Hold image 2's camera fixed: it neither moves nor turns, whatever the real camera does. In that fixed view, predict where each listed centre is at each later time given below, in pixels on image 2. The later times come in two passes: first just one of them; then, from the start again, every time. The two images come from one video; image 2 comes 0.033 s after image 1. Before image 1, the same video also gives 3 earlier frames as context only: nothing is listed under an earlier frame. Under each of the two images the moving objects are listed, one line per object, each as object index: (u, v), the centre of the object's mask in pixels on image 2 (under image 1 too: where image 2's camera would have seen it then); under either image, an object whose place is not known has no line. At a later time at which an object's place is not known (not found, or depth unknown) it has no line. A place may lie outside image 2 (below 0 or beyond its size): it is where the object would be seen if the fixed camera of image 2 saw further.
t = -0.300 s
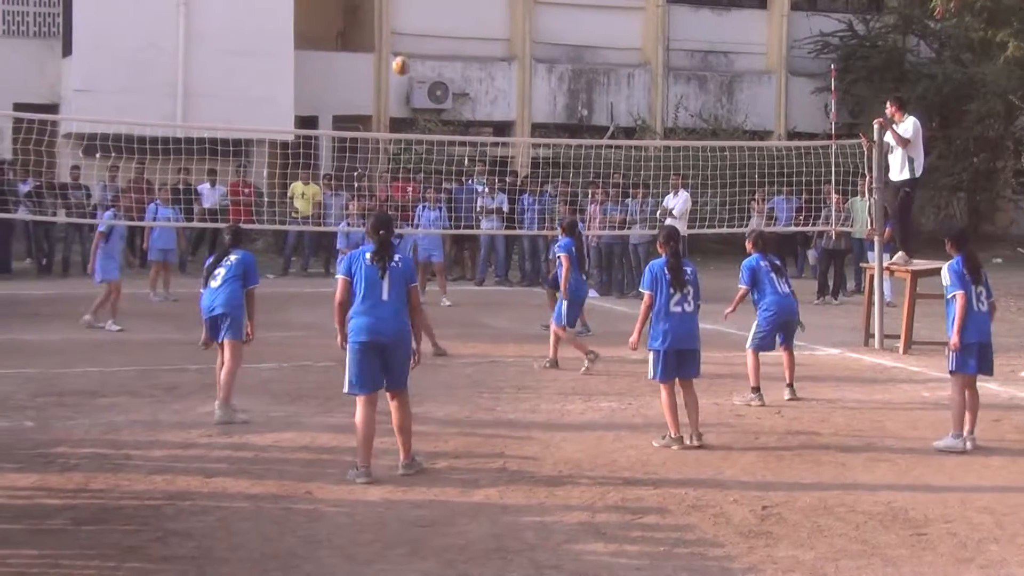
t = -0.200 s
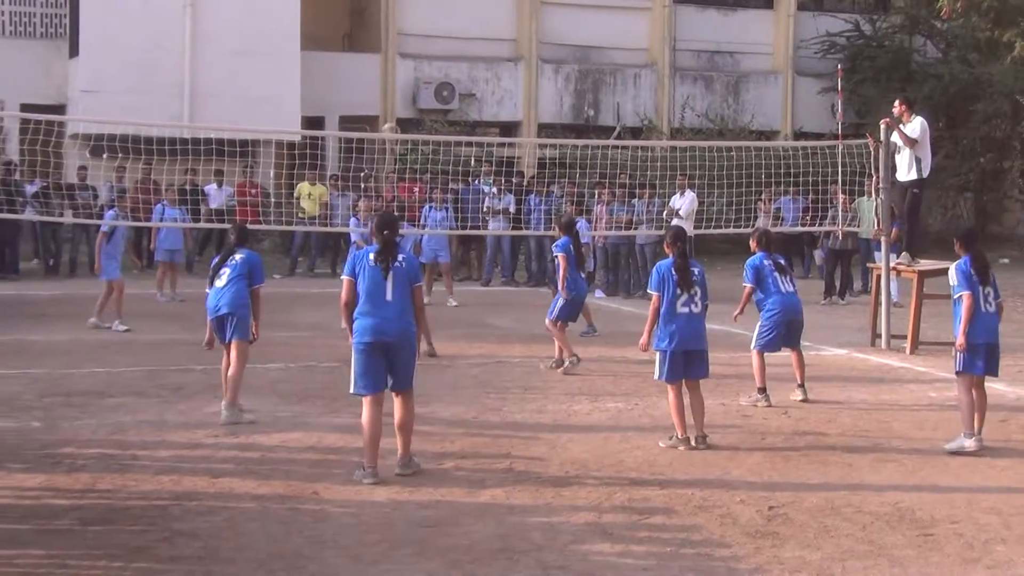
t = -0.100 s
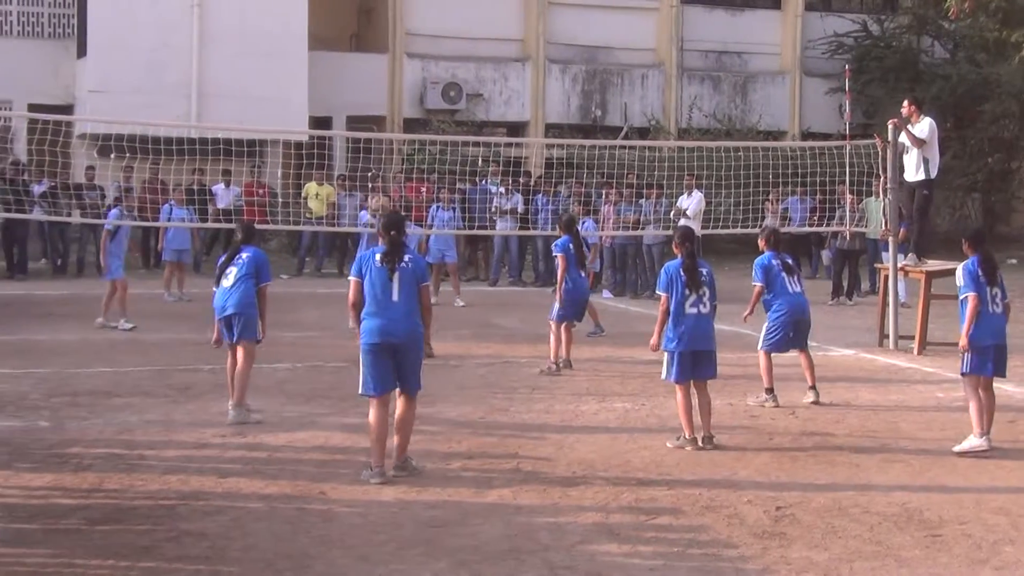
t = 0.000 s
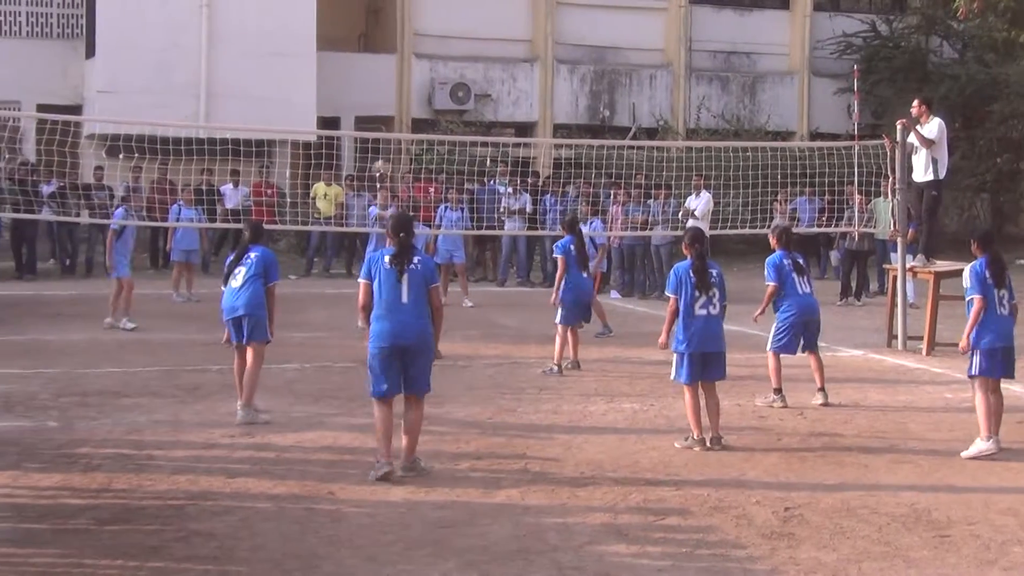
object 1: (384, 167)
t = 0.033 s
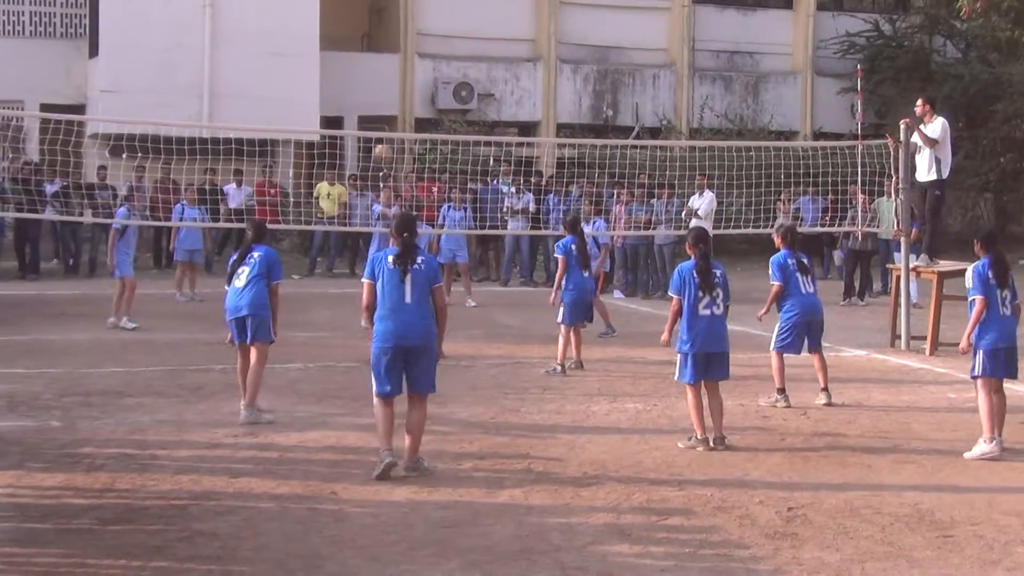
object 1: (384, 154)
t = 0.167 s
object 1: (373, 101)
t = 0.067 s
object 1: (378, 138)
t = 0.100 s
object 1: (378, 124)
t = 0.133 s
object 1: (374, 112)
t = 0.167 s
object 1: (373, 101)
